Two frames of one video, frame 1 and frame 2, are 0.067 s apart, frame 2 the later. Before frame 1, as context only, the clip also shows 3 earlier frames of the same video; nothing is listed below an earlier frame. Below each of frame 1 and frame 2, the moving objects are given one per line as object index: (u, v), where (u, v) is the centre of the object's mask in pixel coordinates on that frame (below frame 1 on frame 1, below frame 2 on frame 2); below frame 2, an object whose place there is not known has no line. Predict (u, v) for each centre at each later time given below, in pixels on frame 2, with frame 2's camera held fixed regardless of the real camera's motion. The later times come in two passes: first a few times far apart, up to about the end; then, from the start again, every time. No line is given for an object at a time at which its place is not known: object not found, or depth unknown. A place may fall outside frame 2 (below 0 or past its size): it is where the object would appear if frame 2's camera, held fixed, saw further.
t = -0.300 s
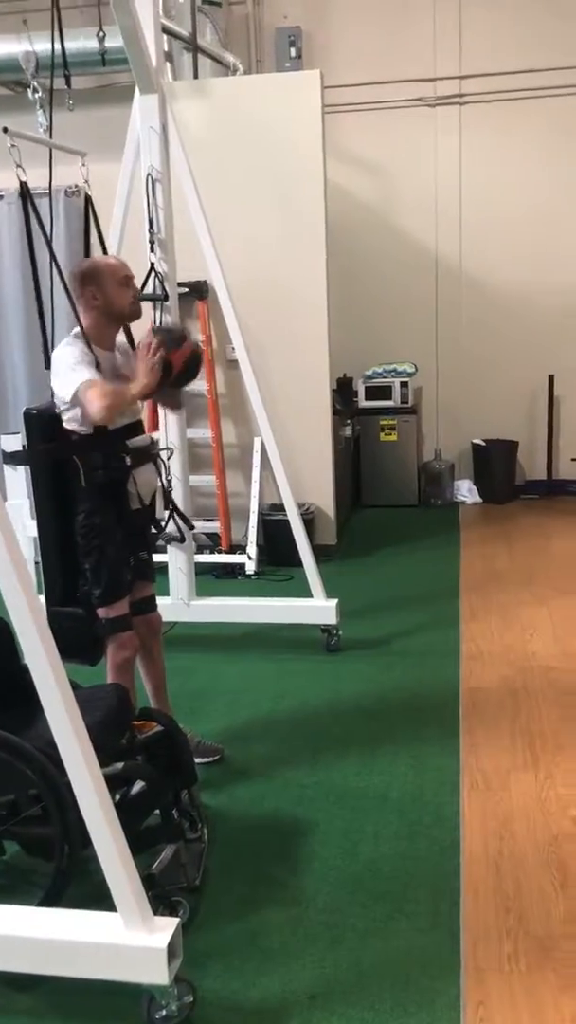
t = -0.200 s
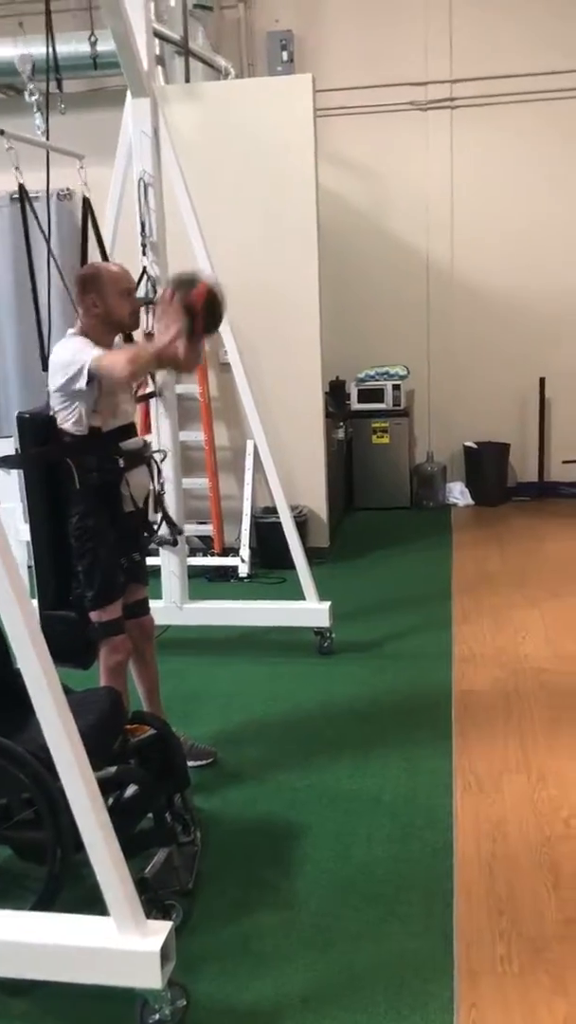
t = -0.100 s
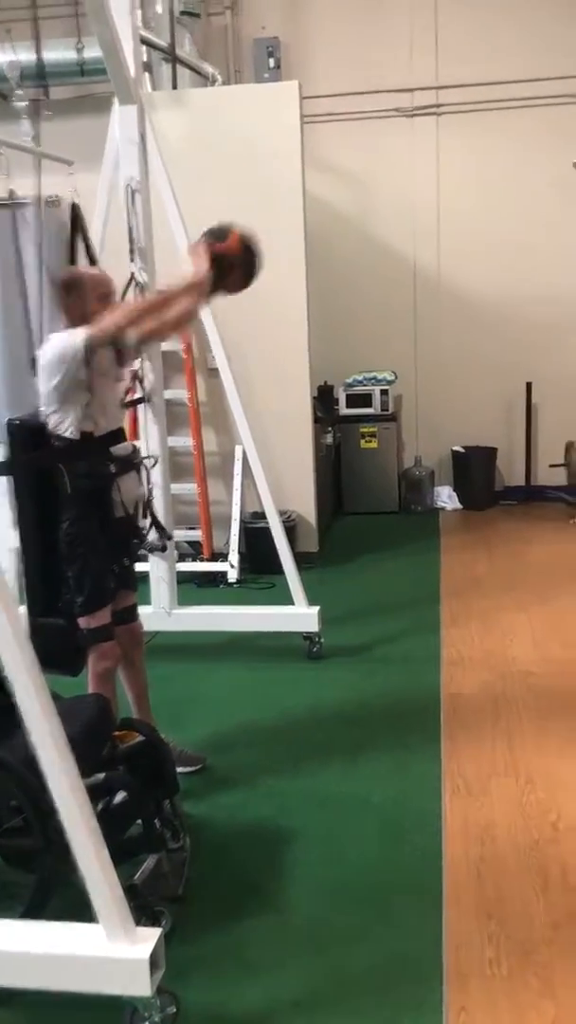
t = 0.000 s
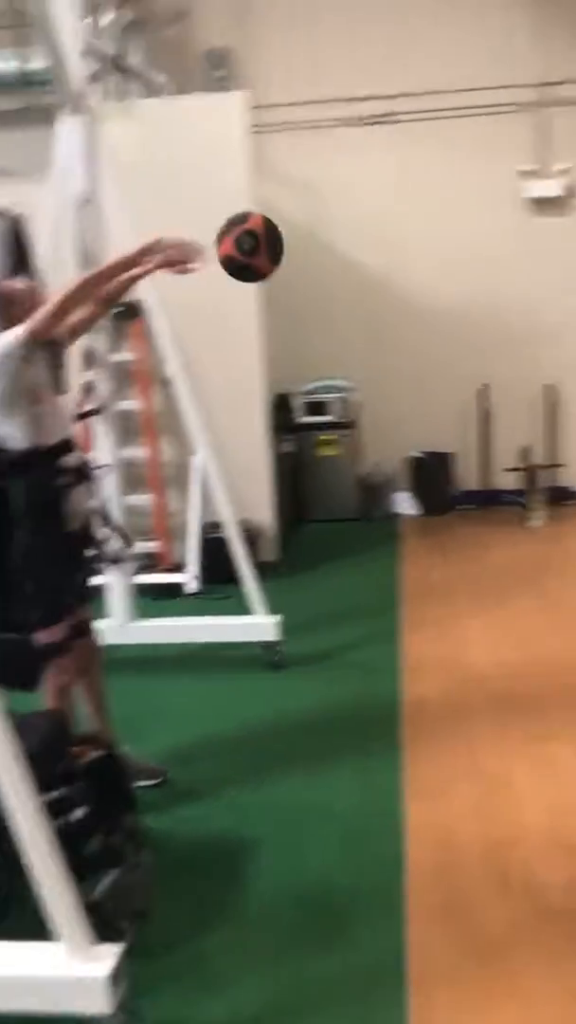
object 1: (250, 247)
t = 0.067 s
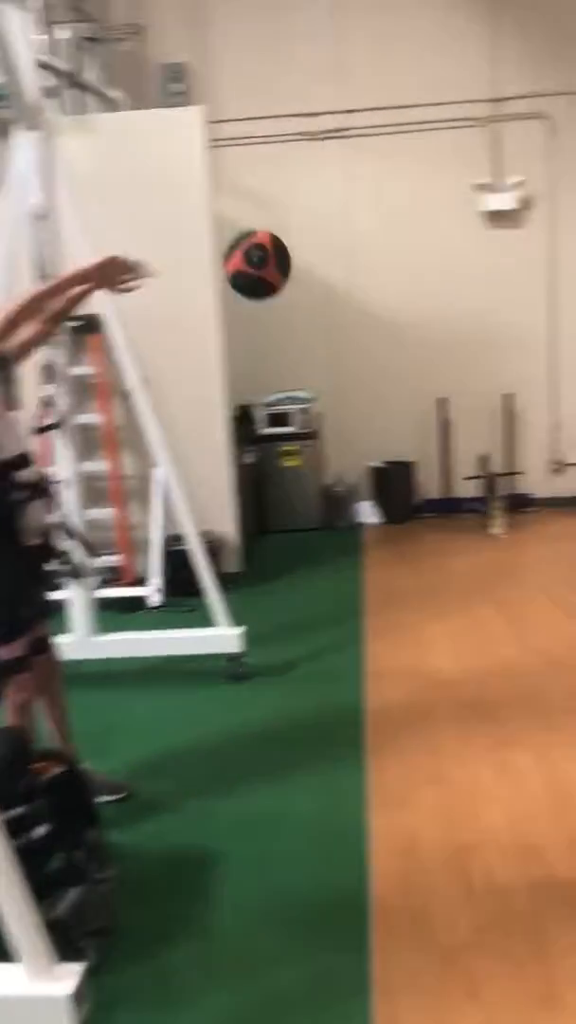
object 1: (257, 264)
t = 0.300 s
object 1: (435, 383)
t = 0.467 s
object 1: (568, 566)
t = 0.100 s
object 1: (281, 271)
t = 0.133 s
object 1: (306, 281)
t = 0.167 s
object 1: (331, 295)
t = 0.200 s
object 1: (357, 312)
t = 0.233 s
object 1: (383, 333)
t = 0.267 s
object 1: (409, 355)
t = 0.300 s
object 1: (435, 383)
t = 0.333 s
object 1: (461, 413)
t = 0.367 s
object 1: (487, 446)
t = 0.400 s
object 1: (513, 481)
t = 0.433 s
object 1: (544, 529)
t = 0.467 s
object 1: (568, 566)
